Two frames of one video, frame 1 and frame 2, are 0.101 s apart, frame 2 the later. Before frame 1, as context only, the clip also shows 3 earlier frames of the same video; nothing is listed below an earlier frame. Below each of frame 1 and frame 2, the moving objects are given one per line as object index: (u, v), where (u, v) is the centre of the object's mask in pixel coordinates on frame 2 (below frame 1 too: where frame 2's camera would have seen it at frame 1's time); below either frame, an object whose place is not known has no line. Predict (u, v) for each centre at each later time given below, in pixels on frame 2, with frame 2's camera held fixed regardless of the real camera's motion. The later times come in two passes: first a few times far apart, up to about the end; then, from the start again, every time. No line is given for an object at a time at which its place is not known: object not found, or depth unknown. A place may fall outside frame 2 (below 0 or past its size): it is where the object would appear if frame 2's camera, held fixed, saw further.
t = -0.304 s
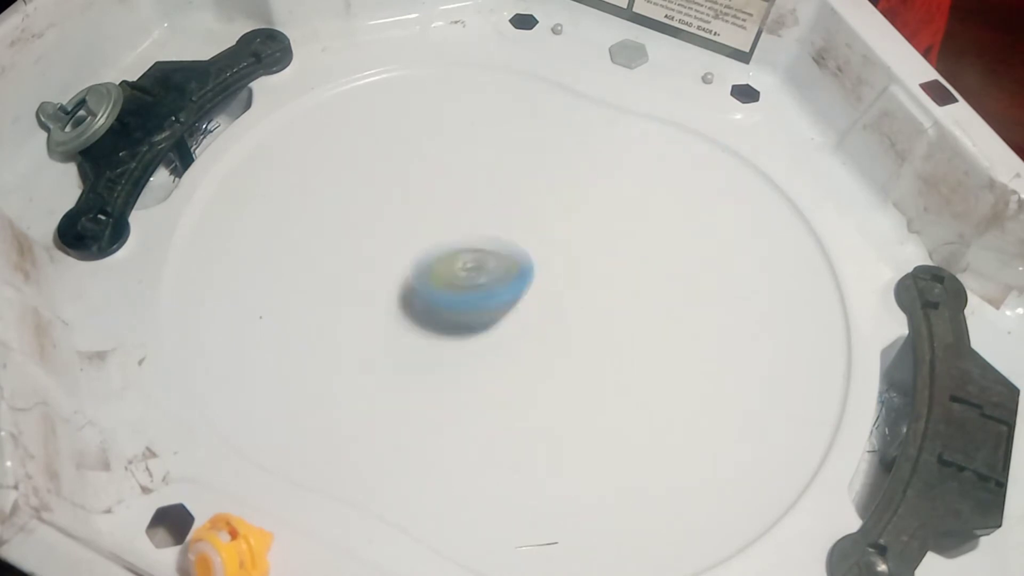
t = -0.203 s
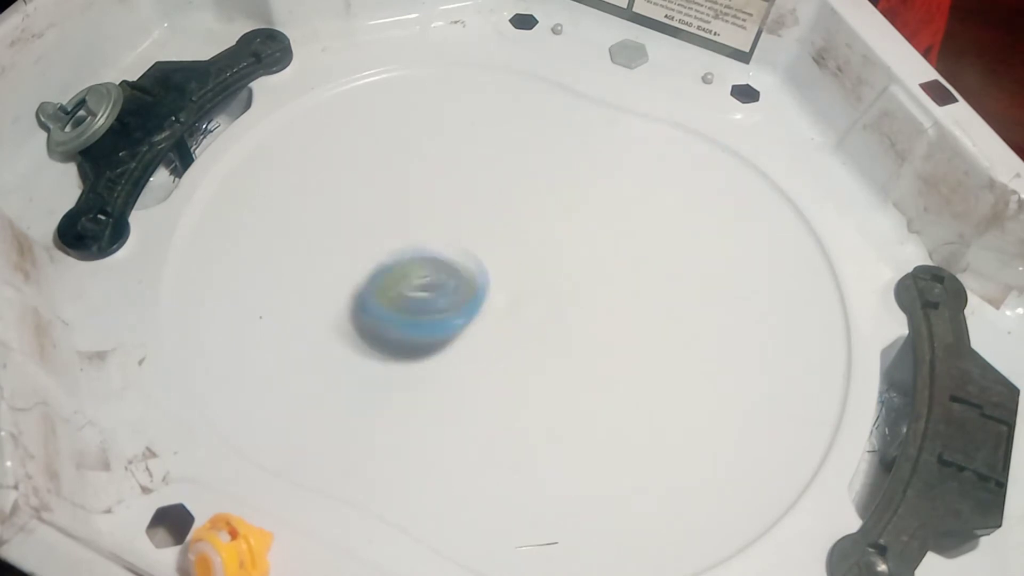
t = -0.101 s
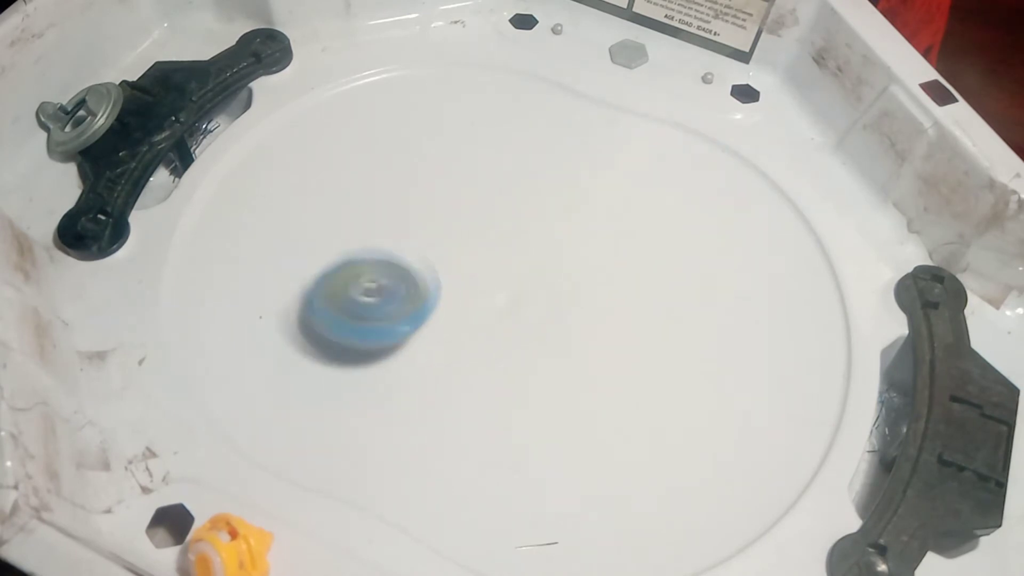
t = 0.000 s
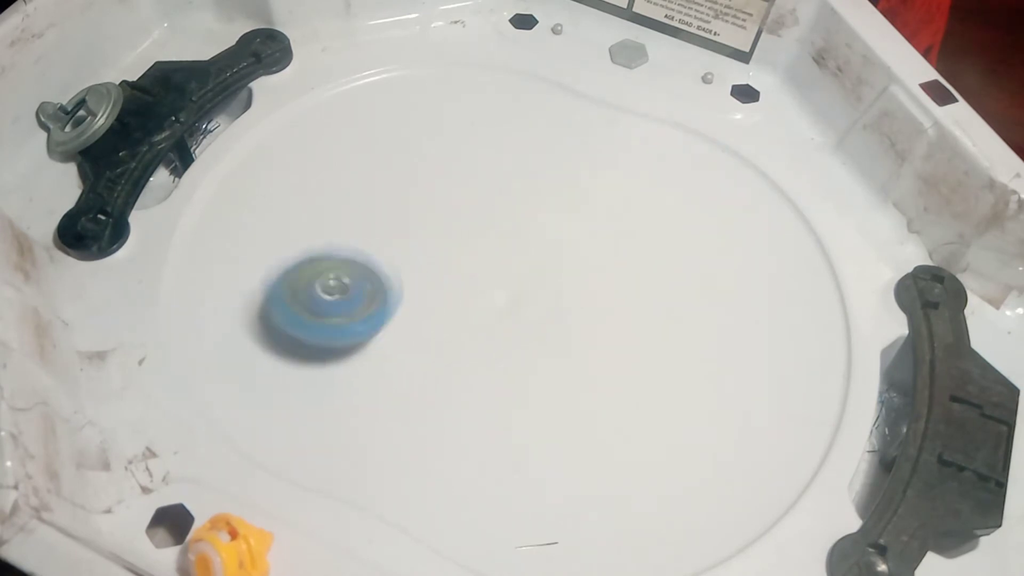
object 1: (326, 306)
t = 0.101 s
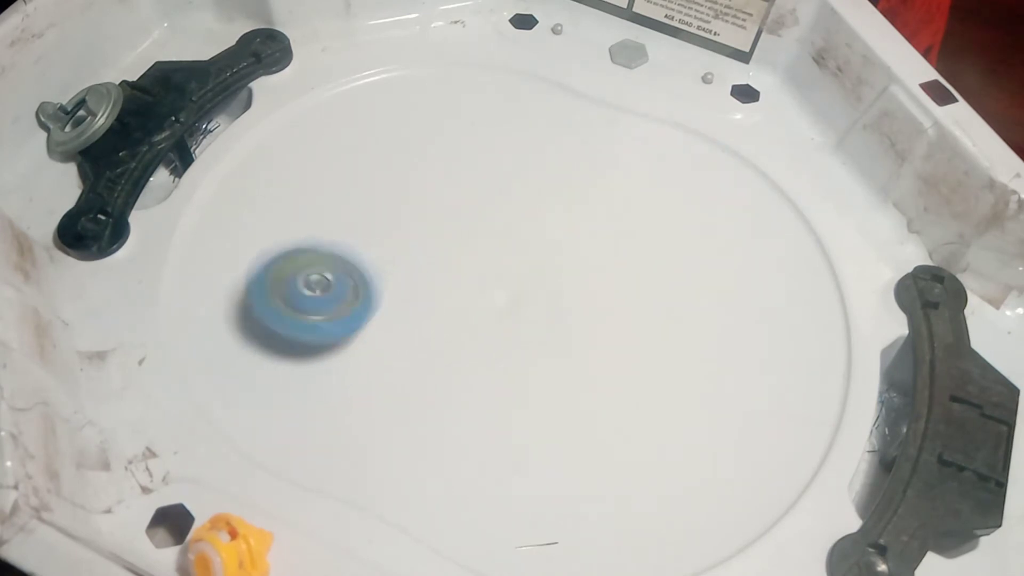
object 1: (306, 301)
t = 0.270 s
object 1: (319, 281)
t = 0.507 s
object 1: (406, 251)
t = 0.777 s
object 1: (524, 265)
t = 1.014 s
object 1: (599, 319)
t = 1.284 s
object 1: (623, 367)
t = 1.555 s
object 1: (557, 352)
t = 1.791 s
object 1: (492, 297)
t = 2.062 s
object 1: (470, 212)
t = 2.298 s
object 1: (475, 189)
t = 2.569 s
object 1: (455, 238)
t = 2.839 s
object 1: (412, 306)
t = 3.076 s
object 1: (420, 334)
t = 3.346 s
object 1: (481, 302)
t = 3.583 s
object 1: (537, 281)
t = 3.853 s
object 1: (528, 284)
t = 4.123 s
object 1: (492, 245)
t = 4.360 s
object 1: (473, 249)
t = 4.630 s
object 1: (478, 264)
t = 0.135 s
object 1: (306, 299)
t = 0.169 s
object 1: (305, 294)
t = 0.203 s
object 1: (309, 290)
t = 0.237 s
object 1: (314, 288)
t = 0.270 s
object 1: (319, 281)
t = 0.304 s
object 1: (330, 276)
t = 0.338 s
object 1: (341, 272)
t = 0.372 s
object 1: (352, 267)
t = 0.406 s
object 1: (367, 262)
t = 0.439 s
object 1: (381, 258)
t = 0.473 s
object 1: (392, 255)
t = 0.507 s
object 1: (406, 251)
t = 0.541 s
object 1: (426, 248)
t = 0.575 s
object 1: (440, 246)
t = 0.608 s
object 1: (453, 246)
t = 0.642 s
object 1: (467, 246)
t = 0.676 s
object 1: (485, 250)
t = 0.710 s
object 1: (498, 255)
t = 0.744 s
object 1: (510, 258)
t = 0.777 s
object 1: (524, 265)
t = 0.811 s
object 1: (539, 270)
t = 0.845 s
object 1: (549, 276)
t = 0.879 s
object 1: (559, 283)
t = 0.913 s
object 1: (570, 292)
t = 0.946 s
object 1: (580, 300)
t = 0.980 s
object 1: (591, 310)
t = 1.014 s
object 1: (599, 319)
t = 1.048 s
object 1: (605, 326)
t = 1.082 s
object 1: (612, 336)
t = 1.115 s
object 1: (617, 343)
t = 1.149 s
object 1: (621, 348)
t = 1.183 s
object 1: (625, 357)
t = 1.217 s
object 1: (625, 359)
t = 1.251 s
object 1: (624, 363)
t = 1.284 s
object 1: (623, 367)
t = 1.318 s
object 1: (619, 368)
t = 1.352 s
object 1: (613, 369)
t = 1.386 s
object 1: (609, 371)
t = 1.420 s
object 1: (603, 369)
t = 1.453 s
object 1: (592, 363)
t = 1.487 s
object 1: (581, 360)
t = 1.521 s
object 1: (573, 355)
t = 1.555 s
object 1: (557, 352)
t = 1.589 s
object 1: (545, 343)
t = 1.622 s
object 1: (534, 340)
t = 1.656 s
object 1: (524, 335)
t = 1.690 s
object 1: (512, 326)
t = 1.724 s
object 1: (503, 315)
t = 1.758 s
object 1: (497, 305)
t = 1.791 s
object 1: (492, 297)
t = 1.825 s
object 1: (487, 287)
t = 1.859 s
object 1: (481, 276)
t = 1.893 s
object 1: (477, 264)
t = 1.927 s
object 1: (476, 253)
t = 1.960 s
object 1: (475, 240)
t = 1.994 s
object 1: (474, 230)
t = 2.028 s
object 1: (472, 223)
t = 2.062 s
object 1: (470, 212)
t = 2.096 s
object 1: (472, 205)
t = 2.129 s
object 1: (473, 200)
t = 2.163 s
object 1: (472, 196)
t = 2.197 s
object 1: (472, 188)
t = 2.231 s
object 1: (474, 188)
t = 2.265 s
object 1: (479, 188)
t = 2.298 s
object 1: (475, 189)
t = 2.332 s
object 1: (472, 191)
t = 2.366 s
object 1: (472, 196)
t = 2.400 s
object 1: (471, 201)
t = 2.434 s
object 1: (469, 207)
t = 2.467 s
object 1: (468, 212)
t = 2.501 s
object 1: (465, 218)
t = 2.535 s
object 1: (461, 227)
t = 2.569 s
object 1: (455, 238)
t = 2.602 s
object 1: (450, 248)
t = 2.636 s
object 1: (445, 256)
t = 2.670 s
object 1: (441, 263)
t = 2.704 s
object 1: (434, 272)
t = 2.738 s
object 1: (426, 282)
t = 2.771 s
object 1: (419, 291)
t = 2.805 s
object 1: (414, 299)
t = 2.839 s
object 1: (412, 306)
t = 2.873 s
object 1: (410, 313)
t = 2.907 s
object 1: (408, 321)
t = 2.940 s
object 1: (407, 325)
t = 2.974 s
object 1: (407, 330)
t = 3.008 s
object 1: (410, 334)
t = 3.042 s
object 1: (414, 339)
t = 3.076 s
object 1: (420, 334)
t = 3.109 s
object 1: (426, 332)
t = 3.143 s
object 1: (432, 332)
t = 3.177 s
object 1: (439, 327)
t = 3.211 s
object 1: (444, 322)
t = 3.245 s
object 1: (453, 317)
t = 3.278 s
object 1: (464, 311)
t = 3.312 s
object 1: (474, 307)
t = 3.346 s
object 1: (481, 302)
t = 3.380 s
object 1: (490, 298)
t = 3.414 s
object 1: (500, 295)
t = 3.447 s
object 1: (513, 289)
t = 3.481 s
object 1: (520, 285)
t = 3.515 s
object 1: (526, 282)
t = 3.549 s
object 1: (531, 279)
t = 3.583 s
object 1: (537, 281)
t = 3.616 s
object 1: (547, 282)
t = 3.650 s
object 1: (551, 283)
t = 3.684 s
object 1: (549, 282)
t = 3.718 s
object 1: (549, 282)
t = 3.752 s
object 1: (548, 283)
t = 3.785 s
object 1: (546, 284)
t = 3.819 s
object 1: (536, 284)
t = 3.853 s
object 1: (528, 284)
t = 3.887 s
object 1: (523, 284)
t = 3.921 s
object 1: (521, 282)
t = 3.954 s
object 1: (518, 279)
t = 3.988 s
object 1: (515, 274)
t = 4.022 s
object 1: (510, 266)
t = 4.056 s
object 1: (502, 259)
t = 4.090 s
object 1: (495, 252)
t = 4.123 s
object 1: (492, 245)
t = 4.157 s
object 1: (491, 243)
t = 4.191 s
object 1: (492, 244)
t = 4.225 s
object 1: (492, 245)
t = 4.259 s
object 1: (486, 246)
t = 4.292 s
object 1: (479, 247)
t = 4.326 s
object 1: (475, 247)
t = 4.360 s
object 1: (473, 249)
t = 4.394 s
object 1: (472, 250)
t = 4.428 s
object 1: (471, 251)
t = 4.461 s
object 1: (473, 251)
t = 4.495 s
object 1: (473, 252)
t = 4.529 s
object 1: (478, 257)
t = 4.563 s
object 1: (481, 260)
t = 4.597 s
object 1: (479, 261)
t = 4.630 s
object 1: (478, 264)
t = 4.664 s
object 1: (477, 264)
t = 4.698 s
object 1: (475, 267)
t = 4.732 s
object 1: (476, 268)
